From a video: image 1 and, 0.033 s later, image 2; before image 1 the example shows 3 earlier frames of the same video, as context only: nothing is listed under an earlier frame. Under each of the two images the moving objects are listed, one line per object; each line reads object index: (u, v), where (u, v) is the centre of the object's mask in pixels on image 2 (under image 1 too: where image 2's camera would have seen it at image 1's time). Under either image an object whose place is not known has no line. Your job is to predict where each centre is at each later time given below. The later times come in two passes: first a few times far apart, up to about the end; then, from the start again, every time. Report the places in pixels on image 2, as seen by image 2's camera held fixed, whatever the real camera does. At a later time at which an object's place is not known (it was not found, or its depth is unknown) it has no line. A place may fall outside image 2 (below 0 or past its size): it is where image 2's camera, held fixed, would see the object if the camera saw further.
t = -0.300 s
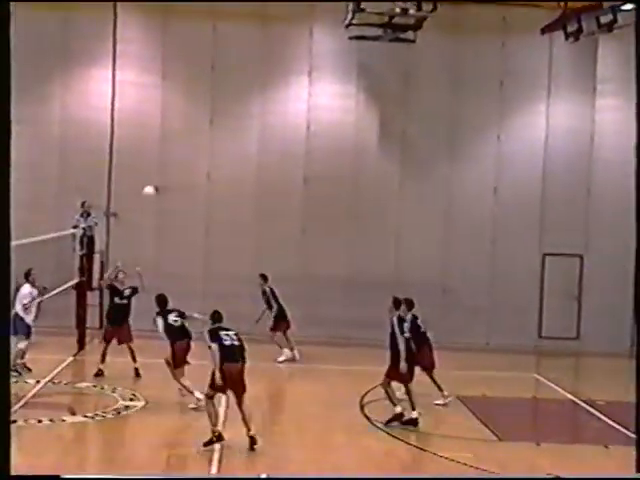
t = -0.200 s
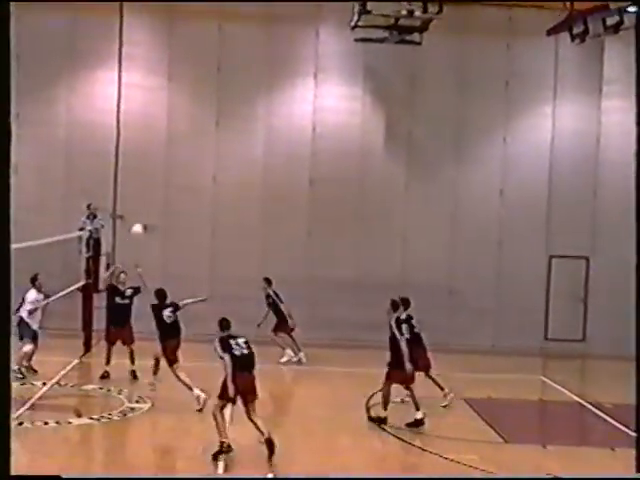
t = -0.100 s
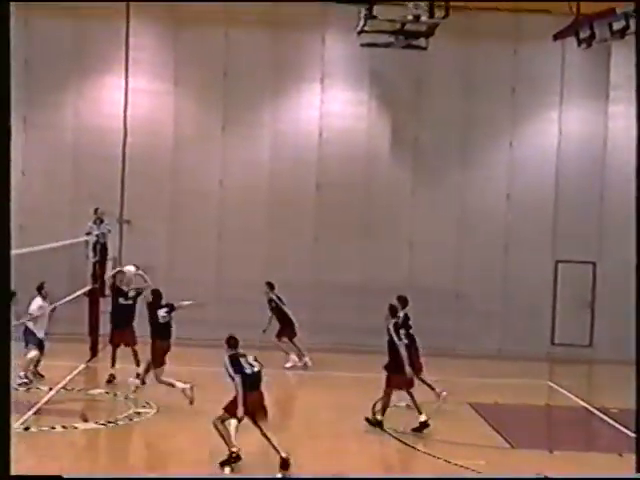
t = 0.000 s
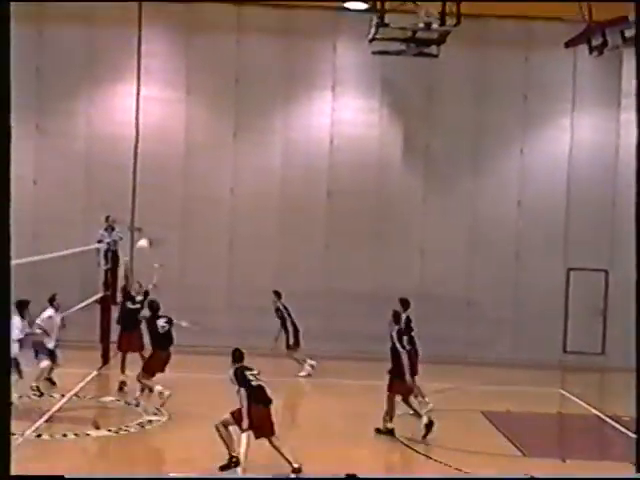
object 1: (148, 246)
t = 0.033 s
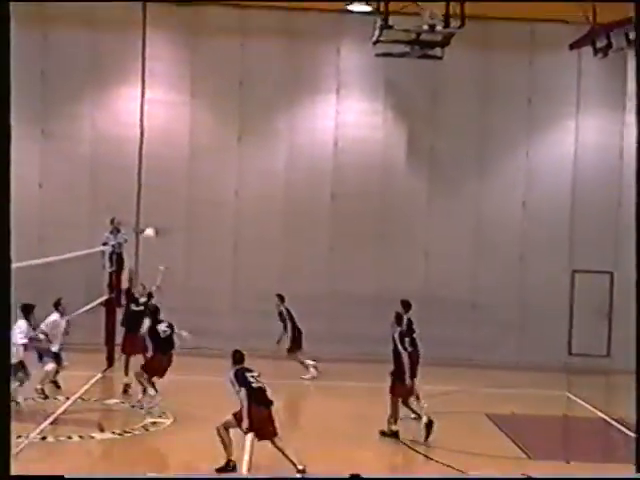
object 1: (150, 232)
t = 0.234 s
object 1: (156, 168)
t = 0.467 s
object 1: (161, 128)
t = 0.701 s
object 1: (165, 118)
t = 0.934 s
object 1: (167, 136)
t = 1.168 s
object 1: (169, 179)
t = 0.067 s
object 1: (151, 219)
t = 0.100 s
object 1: (152, 208)
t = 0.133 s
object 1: (153, 197)
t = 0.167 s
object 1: (154, 186)
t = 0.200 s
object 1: (156, 176)
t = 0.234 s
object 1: (156, 168)
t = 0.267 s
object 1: (159, 160)
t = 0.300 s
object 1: (158, 153)
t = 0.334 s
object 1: (158, 147)
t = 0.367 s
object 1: (159, 142)
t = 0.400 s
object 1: (160, 136)
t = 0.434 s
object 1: (161, 132)
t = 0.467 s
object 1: (161, 128)
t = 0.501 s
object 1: (161, 124)
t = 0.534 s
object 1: (162, 122)
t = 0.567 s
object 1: (162, 120)
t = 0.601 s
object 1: (163, 118)
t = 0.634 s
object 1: (164, 118)
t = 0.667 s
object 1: (164, 117)
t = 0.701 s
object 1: (165, 118)
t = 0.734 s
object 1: (166, 119)
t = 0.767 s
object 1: (166, 120)
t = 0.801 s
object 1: (167, 122)
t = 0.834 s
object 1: (167, 125)
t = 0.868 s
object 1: (167, 128)
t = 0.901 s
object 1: (167, 132)
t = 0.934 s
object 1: (167, 136)
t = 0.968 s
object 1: (168, 141)
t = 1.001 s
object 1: (168, 147)
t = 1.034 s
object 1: (168, 151)
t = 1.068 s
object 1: (169, 157)
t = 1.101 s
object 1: (169, 164)
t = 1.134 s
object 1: (169, 171)
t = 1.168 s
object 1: (169, 179)
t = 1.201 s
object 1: (170, 187)
